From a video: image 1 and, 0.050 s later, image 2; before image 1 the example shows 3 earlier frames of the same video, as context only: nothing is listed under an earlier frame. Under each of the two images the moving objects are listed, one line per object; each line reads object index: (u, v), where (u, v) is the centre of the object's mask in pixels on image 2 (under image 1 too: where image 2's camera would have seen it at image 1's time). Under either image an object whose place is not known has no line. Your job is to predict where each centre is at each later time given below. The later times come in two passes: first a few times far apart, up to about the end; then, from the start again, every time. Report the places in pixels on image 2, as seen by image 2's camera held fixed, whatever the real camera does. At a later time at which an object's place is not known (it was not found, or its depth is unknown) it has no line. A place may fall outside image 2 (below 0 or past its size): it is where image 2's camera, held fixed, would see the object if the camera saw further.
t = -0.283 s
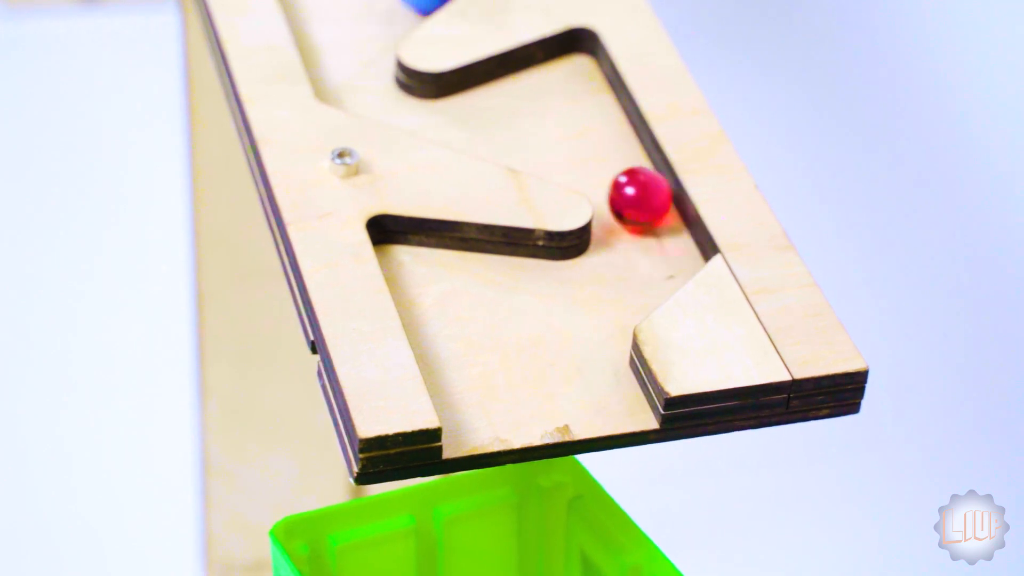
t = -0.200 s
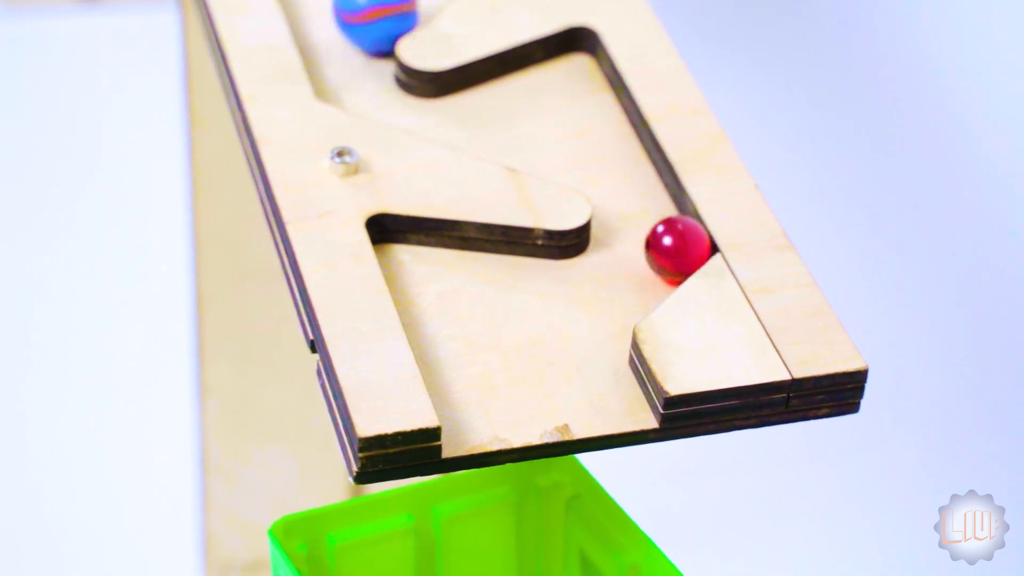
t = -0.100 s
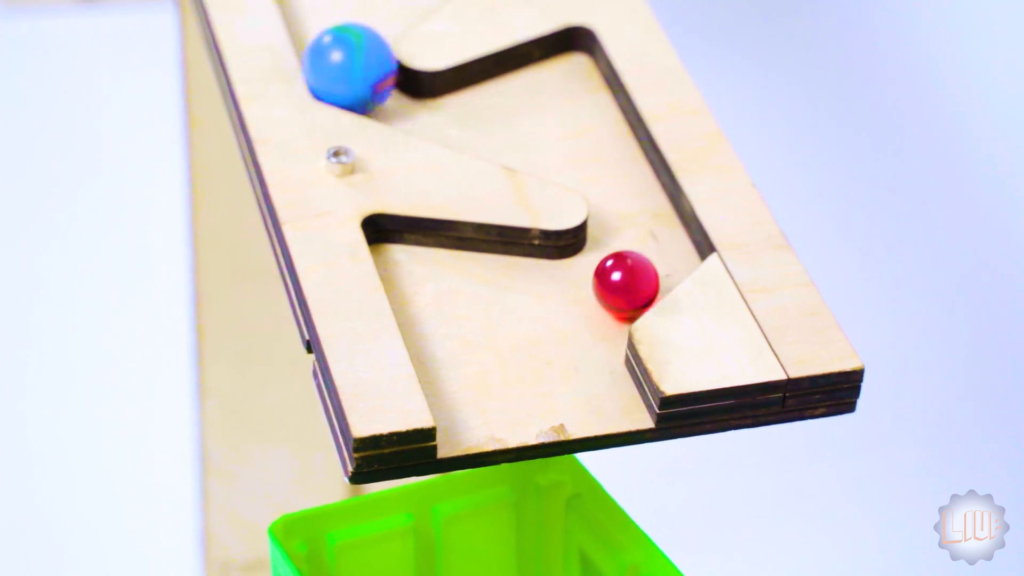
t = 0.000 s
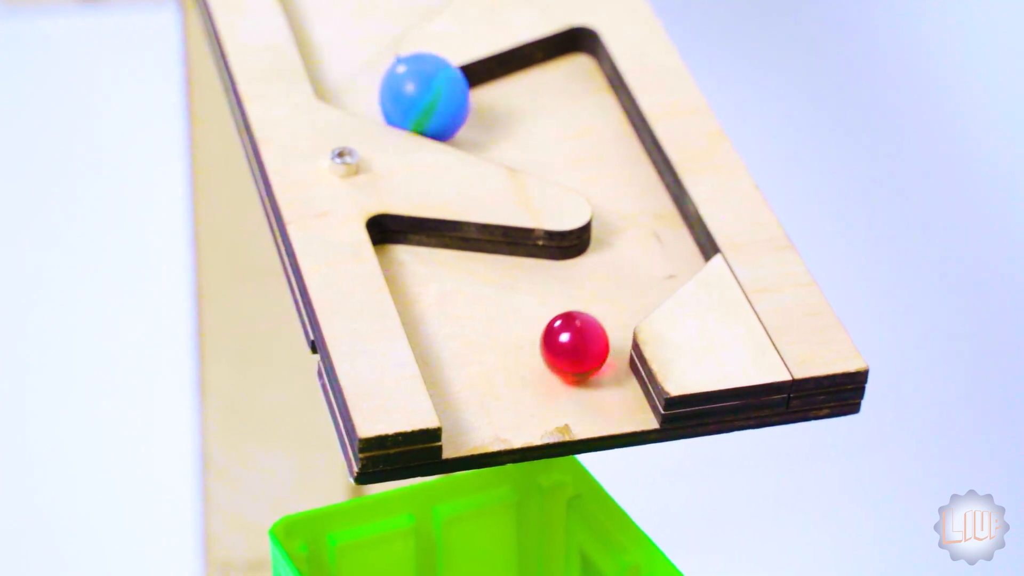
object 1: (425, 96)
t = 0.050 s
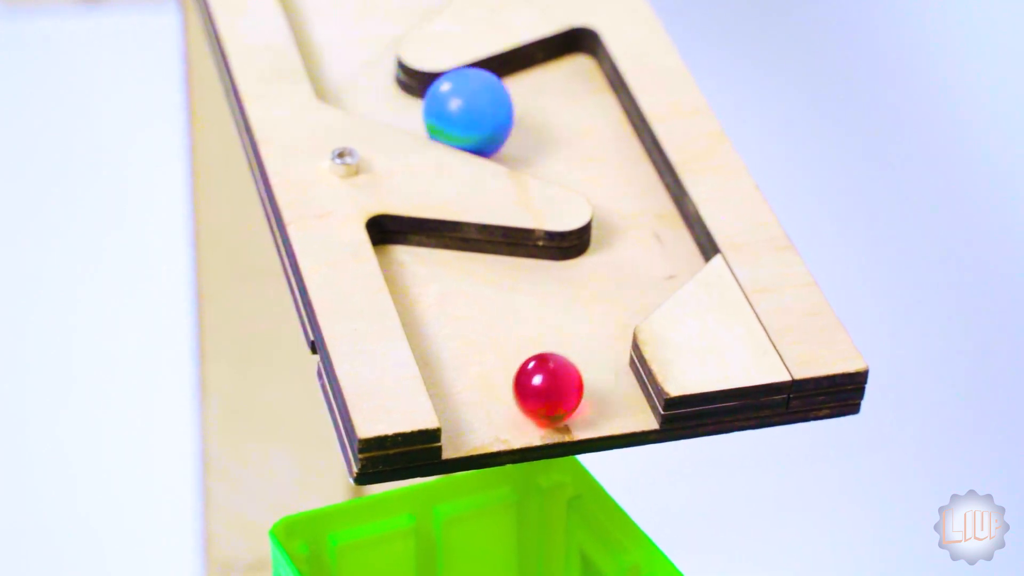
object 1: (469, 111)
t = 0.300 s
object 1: (663, 233)
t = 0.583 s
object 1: (512, 419)
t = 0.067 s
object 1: (485, 116)
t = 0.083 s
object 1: (501, 123)
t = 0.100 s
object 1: (518, 129)
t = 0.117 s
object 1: (536, 134)
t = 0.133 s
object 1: (555, 140)
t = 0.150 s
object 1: (573, 147)
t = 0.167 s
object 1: (593, 155)
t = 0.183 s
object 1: (613, 163)
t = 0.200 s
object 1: (632, 172)
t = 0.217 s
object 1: (640, 181)
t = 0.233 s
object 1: (642, 192)
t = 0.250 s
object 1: (649, 203)
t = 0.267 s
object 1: (656, 216)
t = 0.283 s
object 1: (665, 229)
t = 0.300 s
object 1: (663, 233)
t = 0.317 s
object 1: (654, 238)
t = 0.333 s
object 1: (647, 244)
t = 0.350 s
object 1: (641, 251)
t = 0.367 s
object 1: (635, 259)
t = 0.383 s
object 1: (627, 268)
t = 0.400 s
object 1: (617, 276)
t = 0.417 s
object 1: (607, 285)
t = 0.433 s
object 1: (597, 295)
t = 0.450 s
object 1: (587, 303)
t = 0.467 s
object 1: (577, 313)
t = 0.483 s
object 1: (567, 324)
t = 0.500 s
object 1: (558, 337)
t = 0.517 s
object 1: (549, 351)
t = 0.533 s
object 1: (539, 366)
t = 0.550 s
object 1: (530, 383)
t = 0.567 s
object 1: (521, 400)
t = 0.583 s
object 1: (512, 419)
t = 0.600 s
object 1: (502, 447)
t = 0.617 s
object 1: (493, 486)
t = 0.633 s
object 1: (482, 530)
